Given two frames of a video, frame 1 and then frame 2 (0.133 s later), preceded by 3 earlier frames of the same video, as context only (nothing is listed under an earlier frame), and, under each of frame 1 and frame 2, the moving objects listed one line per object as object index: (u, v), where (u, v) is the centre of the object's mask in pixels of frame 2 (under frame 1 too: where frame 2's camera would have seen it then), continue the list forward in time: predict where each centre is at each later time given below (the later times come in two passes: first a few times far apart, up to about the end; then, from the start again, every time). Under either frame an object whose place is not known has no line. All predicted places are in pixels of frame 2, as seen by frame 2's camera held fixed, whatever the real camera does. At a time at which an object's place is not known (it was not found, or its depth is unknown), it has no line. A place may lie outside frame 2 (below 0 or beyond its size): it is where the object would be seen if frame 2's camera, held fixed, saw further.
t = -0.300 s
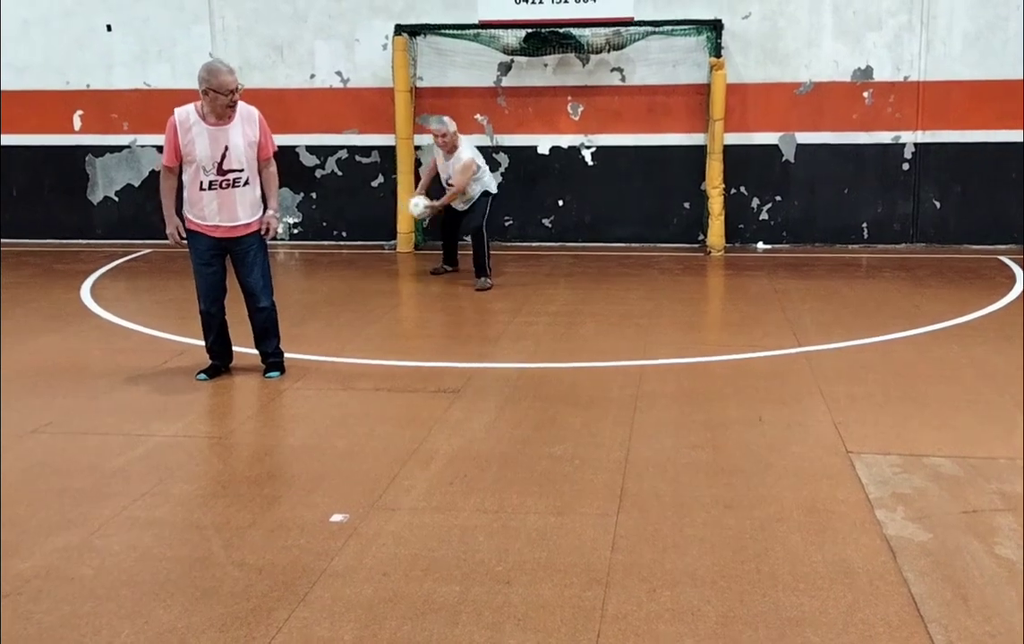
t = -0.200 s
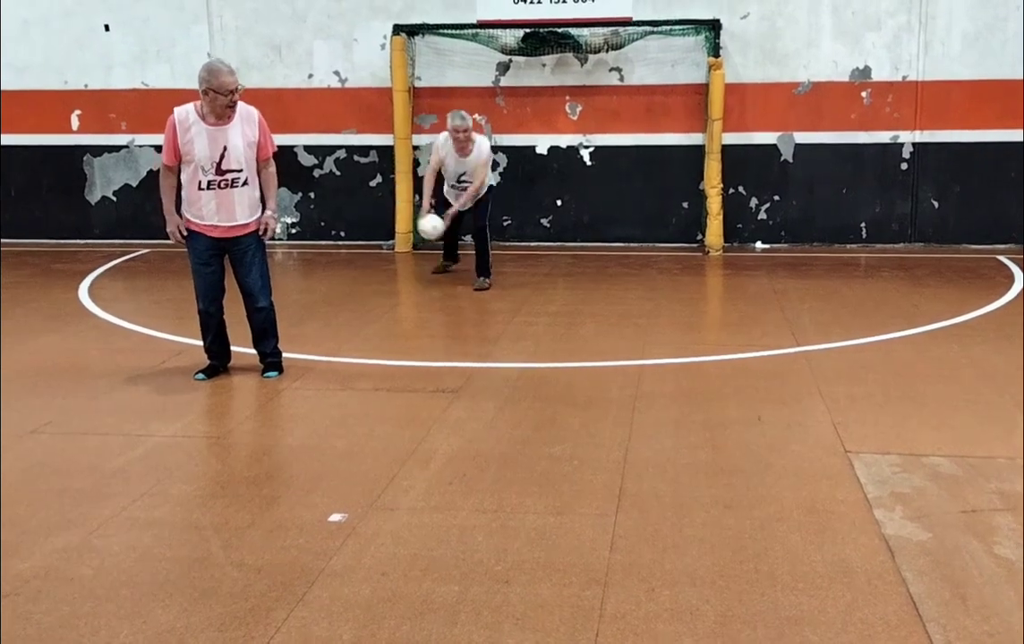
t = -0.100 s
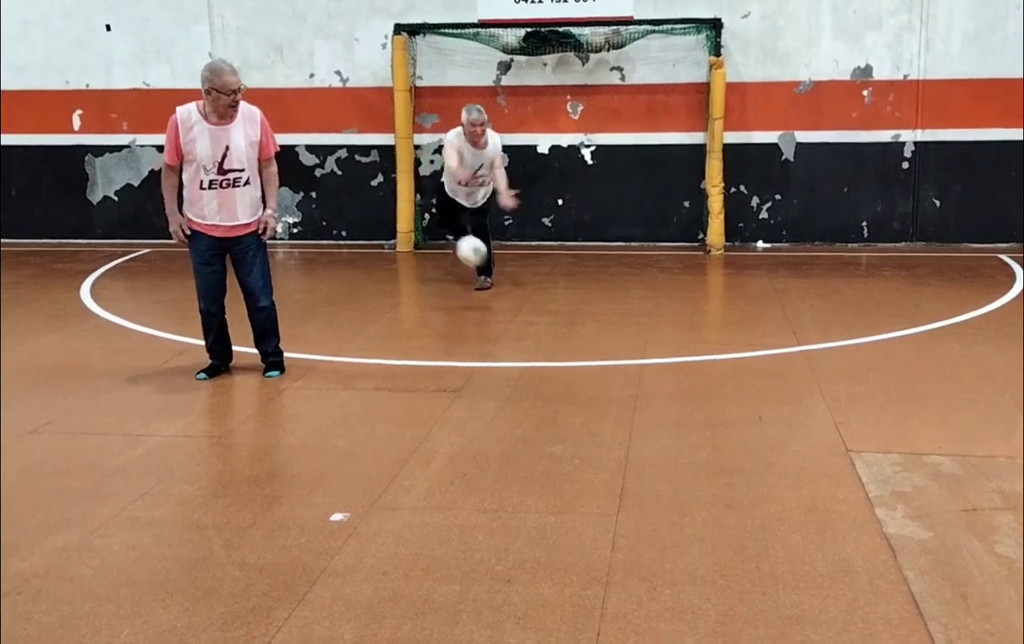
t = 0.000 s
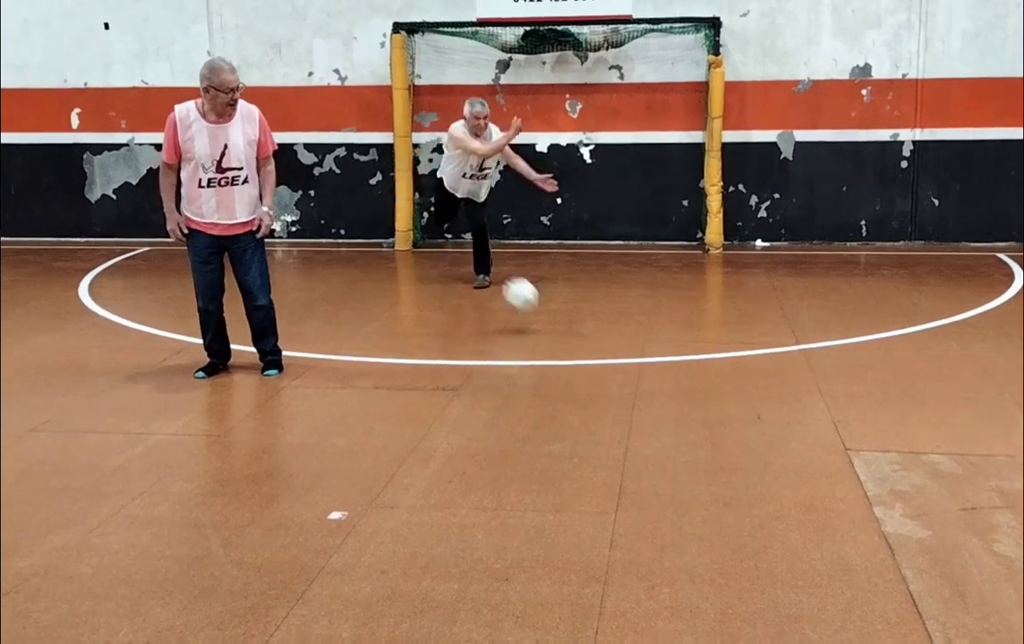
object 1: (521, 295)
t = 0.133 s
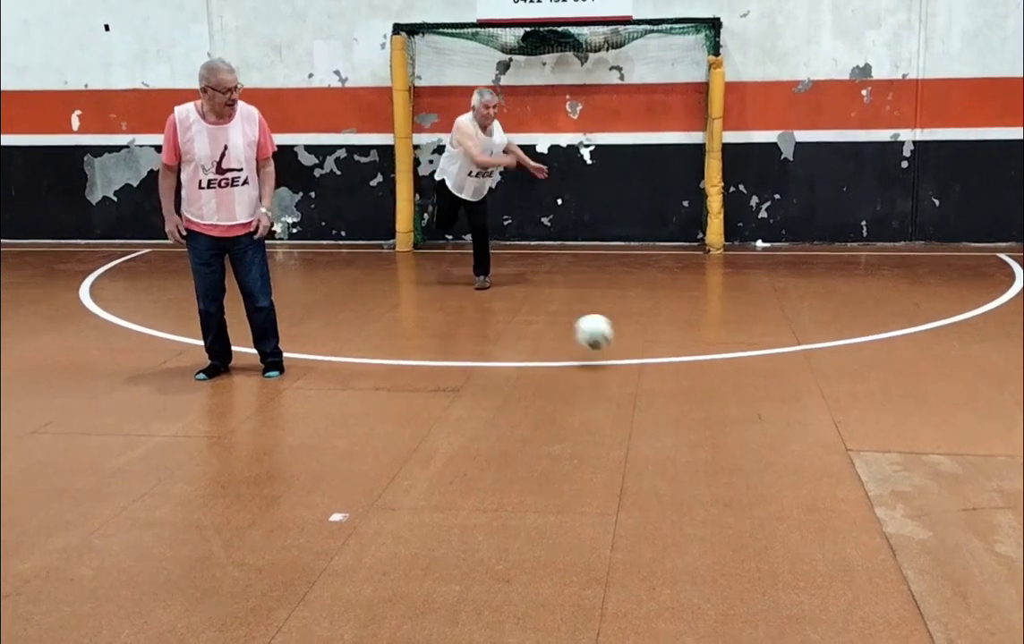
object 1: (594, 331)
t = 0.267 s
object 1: (673, 350)
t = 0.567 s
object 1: (949, 470)
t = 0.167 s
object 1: (611, 332)
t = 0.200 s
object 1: (631, 335)
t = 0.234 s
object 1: (652, 342)
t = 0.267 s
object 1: (673, 350)
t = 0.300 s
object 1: (697, 361)
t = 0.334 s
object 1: (723, 378)
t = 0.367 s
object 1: (749, 396)
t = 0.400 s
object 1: (777, 419)
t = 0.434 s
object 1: (808, 429)
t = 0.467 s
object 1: (839, 434)
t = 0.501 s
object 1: (873, 441)
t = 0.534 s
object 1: (909, 452)
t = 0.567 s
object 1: (949, 470)
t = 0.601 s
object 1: (989, 488)
